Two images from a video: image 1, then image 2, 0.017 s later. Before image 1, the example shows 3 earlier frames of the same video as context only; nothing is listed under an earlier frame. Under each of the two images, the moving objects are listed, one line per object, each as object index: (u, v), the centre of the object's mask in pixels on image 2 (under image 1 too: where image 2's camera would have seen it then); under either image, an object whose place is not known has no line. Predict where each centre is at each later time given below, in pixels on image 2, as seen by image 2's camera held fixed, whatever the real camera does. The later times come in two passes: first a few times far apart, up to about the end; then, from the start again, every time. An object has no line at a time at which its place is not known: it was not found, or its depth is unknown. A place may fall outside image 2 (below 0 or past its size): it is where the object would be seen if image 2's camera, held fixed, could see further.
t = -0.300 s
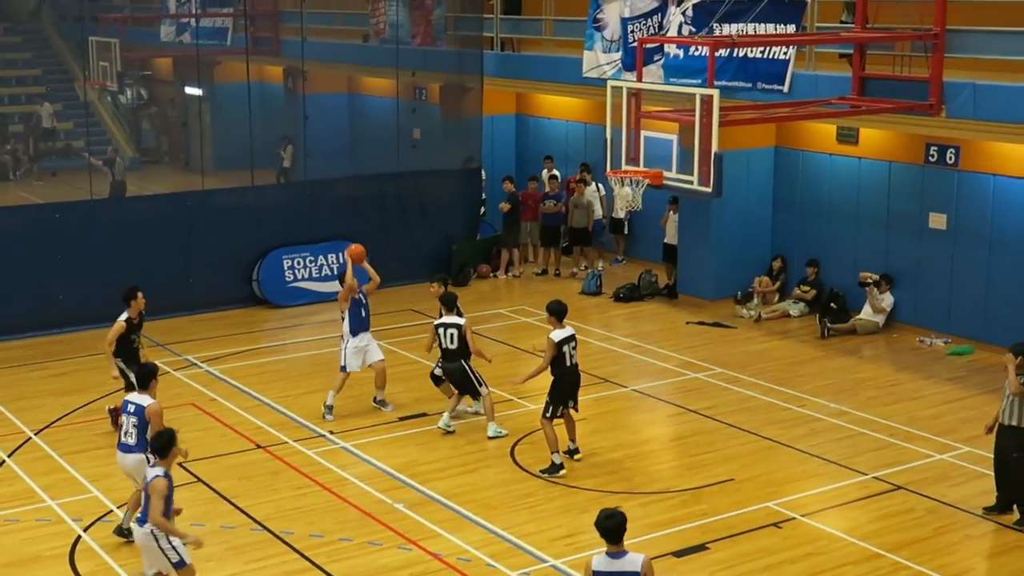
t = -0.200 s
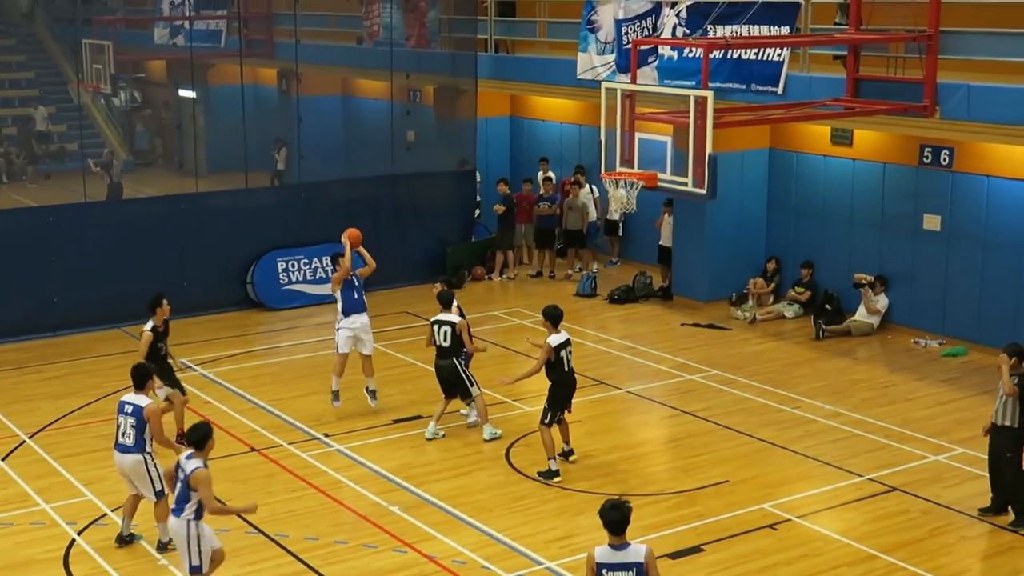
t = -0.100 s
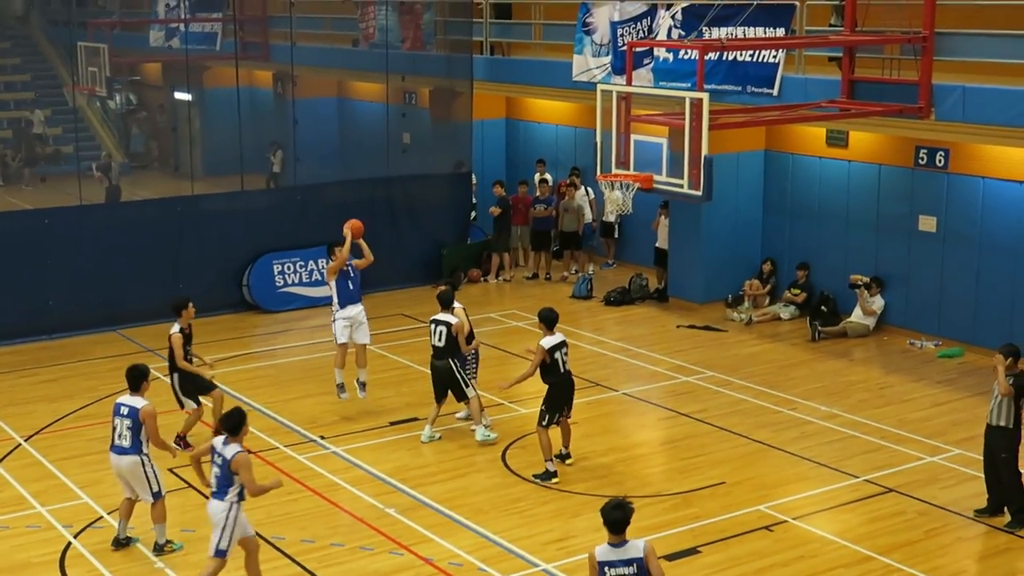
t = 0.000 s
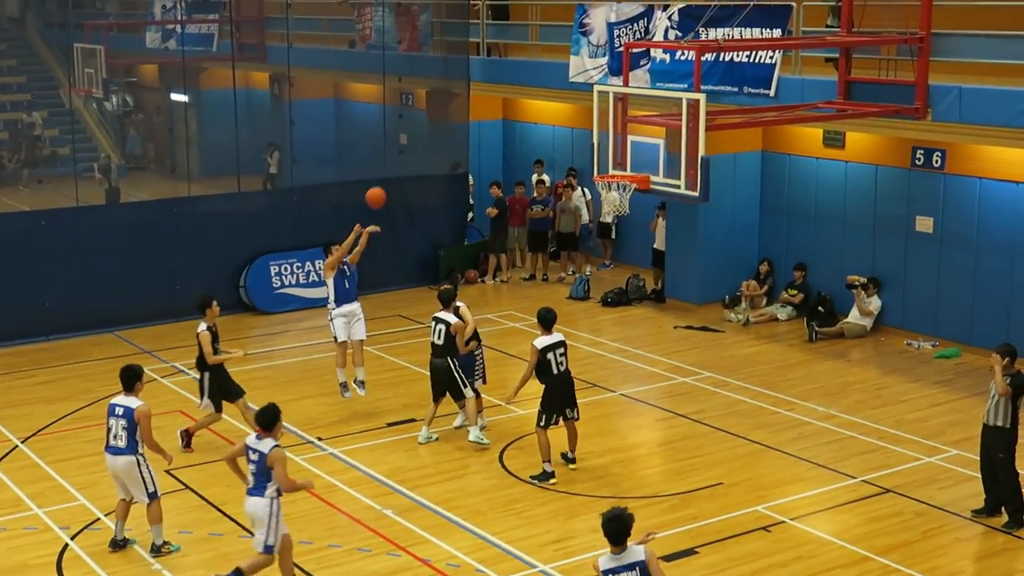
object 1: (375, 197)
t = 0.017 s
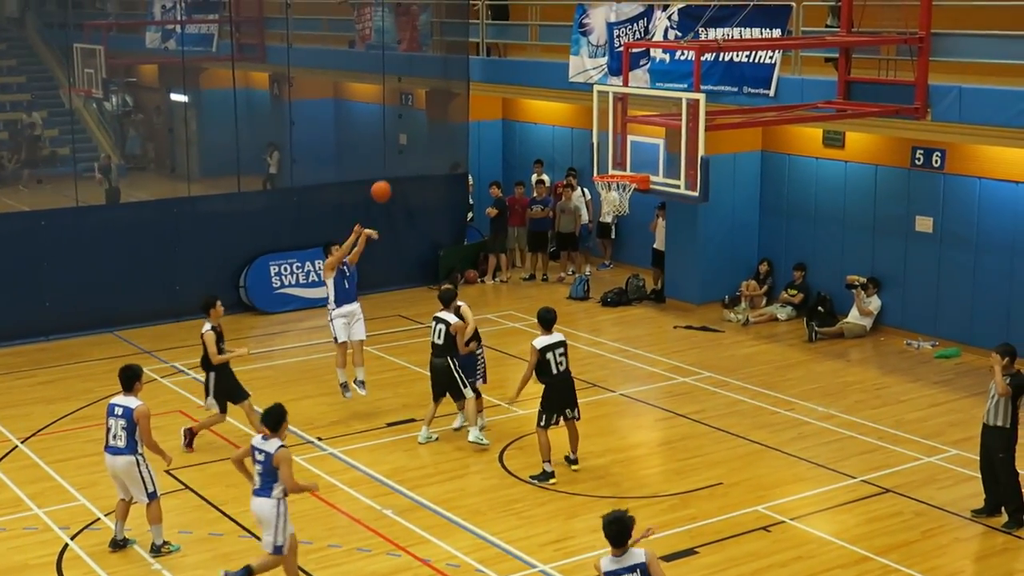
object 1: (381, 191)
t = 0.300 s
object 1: (482, 116)
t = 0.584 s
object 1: (589, 107)
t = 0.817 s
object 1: (614, 152)
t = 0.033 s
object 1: (386, 185)
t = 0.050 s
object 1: (392, 179)
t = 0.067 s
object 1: (398, 174)
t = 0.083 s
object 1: (404, 168)
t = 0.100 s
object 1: (409, 163)
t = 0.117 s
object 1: (416, 158)
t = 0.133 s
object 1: (422, 153)
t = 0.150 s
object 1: (427, 148)
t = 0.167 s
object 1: (433, 143)
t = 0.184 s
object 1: (439, 140)
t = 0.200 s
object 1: (445, 135)
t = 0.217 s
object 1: (451, 132)
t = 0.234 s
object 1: (457, 128)
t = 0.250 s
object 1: (463, 125)
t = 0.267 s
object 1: (469, 122)
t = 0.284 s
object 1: (475, 119)
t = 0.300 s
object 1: (482, 116)
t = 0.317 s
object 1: (488, 114)
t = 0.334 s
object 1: (493, 111)
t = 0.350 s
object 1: (500, 109)
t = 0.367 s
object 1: (506, 107)
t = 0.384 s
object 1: (512, 107)
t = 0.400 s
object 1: (519, 105)
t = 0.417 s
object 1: (525, 104)
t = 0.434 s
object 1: (532, 103)
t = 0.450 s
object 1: (538, 103)
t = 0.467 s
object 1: (544, 102)
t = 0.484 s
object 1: (550, 102)
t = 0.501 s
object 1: (557, 103)
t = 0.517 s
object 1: (563, 103)
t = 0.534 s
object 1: (570, 104)
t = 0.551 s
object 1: (576, 105)
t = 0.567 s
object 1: (582, 106)
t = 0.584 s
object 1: (589, 107)
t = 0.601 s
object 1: (596, 109)
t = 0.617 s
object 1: (602, 111)
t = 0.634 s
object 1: (609, 113)
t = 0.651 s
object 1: (612, 115)
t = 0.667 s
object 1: (612, 118)
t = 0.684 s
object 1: (613, 120)
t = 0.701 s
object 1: (614, 124)
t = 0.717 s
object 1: (614, 127)
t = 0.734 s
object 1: (614, 130)
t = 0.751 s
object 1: (614, 134)
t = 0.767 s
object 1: (614, 138)
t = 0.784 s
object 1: (614, 143)
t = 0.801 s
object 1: (614, 147)
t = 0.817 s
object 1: (614, 152)
